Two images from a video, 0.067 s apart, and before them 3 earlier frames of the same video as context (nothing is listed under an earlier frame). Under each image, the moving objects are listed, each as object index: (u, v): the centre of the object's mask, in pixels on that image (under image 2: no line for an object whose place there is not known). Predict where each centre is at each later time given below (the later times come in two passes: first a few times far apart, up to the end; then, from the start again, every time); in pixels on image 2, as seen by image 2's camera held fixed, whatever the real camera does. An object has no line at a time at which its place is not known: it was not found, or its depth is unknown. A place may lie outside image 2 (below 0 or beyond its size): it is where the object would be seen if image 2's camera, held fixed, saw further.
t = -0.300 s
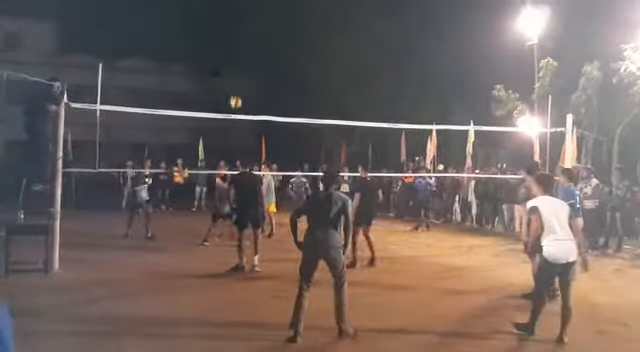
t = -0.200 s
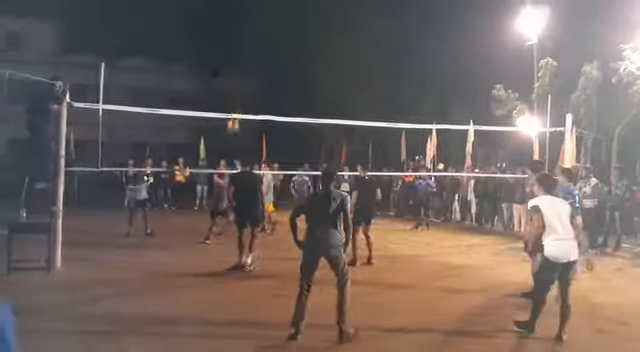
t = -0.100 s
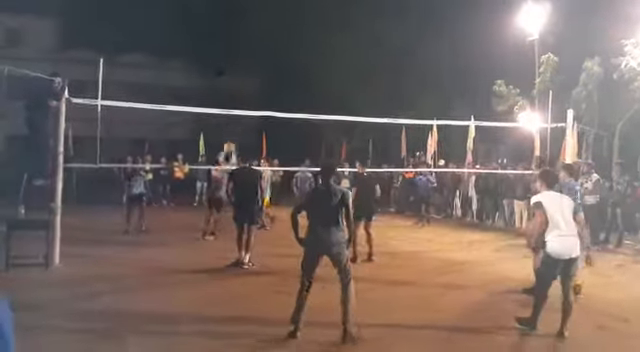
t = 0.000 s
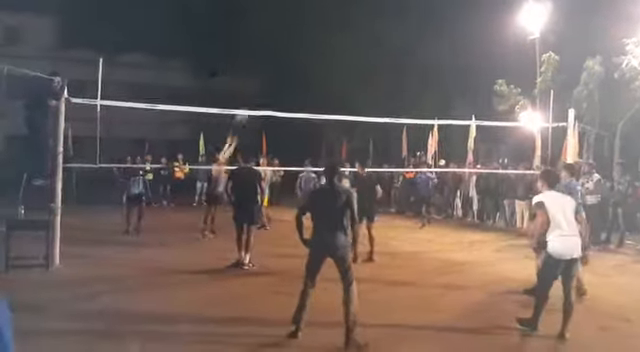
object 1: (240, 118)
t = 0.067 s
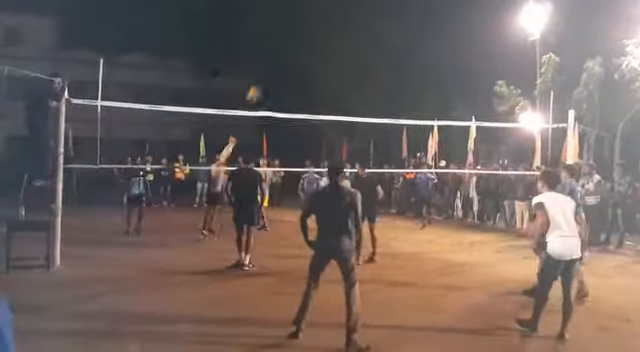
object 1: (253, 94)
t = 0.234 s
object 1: (278, 47)
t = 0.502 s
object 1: (315, 4)
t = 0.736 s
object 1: (346, -2)
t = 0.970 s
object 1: (375, 18)
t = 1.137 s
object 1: (395, 50)
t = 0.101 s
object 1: (259, 83)
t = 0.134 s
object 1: (263, 72)
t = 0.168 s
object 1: (269, 63)
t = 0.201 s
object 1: (273, 55)
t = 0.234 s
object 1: (278, 47)
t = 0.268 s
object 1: (283, 40)
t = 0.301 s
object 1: (287, 34)
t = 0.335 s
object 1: (292, 27)
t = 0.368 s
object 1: (297, 21)
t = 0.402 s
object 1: (301, 17)
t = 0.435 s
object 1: (306, 12)
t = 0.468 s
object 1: (310, 8)
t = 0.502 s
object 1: (315, 4)
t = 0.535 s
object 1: (319, 2)
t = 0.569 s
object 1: (324, 0)
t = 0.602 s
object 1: (329, -2)
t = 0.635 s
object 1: (333, -3)
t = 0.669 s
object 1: (337, -4)
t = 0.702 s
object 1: (342, -3)
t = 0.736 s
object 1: (346, -2)
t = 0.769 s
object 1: (351, -1)
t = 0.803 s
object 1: (356, 1)
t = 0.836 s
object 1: (360, 4)
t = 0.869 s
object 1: (364, 6)
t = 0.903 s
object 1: (367, 10)
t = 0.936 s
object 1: (372, 13)
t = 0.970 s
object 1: (375, 18)
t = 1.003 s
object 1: (380, 23)
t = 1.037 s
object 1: (383, 29)
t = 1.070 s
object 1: (387, 35)
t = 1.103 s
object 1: (392, 42)
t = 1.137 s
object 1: (395, 50)
